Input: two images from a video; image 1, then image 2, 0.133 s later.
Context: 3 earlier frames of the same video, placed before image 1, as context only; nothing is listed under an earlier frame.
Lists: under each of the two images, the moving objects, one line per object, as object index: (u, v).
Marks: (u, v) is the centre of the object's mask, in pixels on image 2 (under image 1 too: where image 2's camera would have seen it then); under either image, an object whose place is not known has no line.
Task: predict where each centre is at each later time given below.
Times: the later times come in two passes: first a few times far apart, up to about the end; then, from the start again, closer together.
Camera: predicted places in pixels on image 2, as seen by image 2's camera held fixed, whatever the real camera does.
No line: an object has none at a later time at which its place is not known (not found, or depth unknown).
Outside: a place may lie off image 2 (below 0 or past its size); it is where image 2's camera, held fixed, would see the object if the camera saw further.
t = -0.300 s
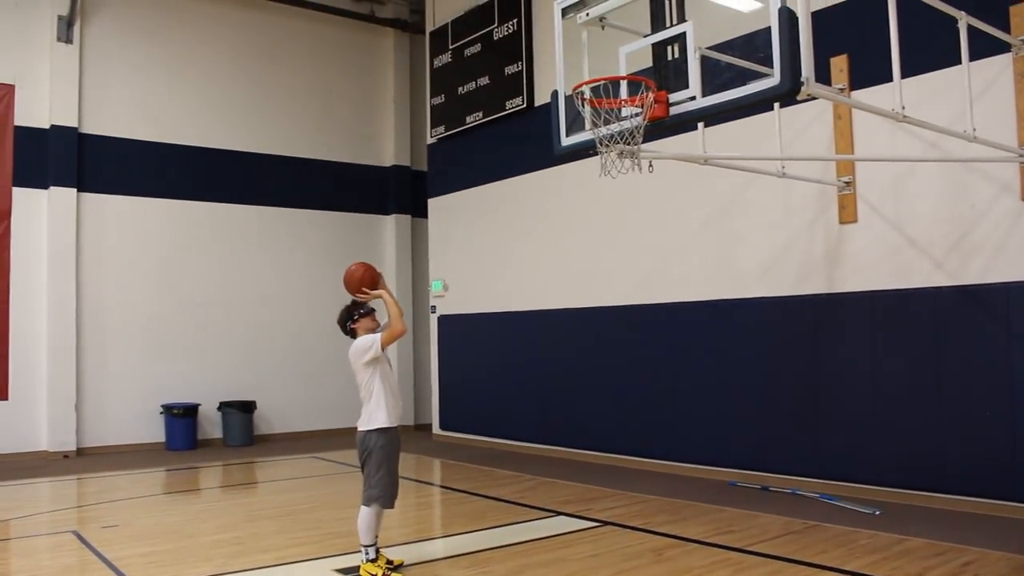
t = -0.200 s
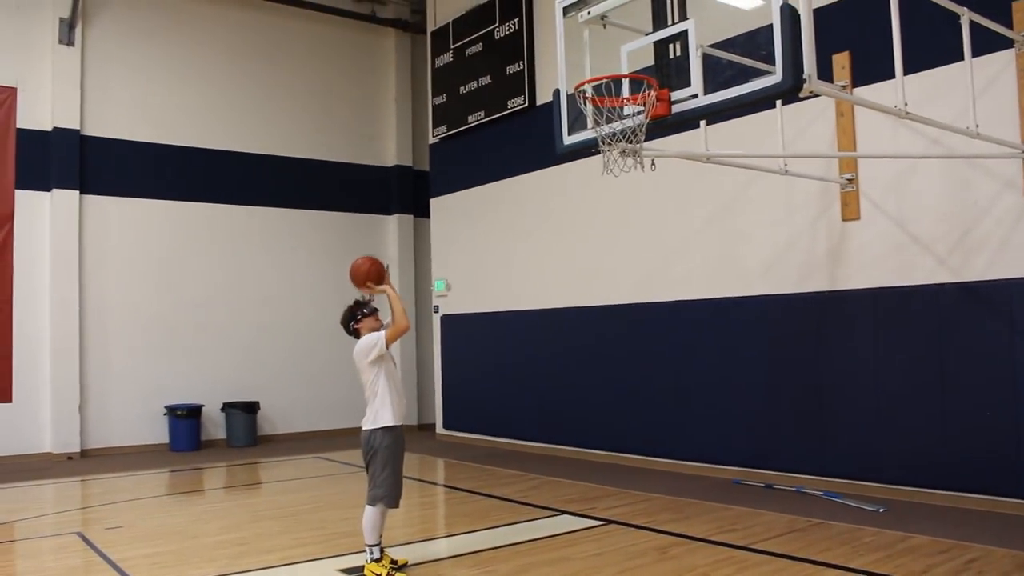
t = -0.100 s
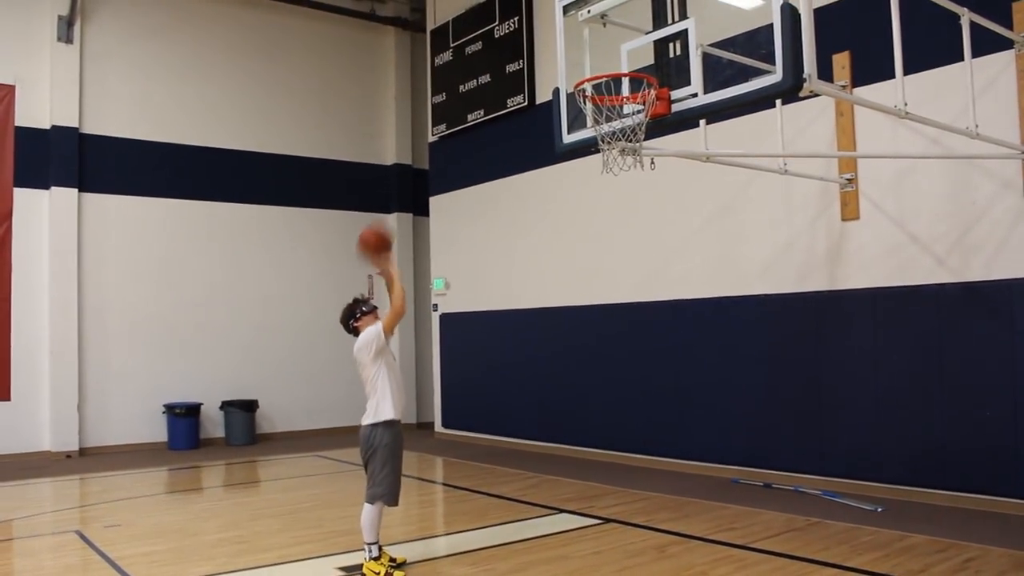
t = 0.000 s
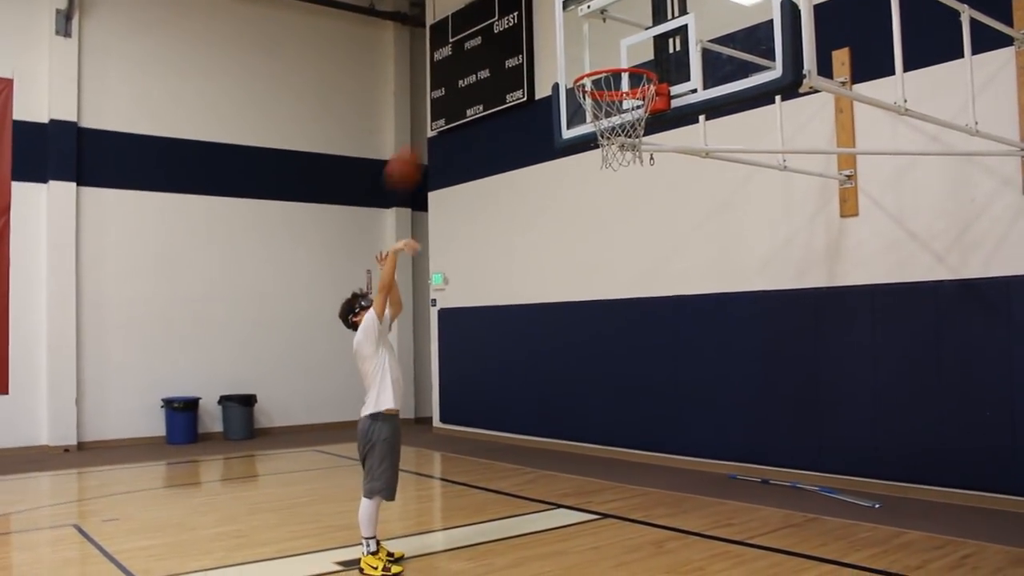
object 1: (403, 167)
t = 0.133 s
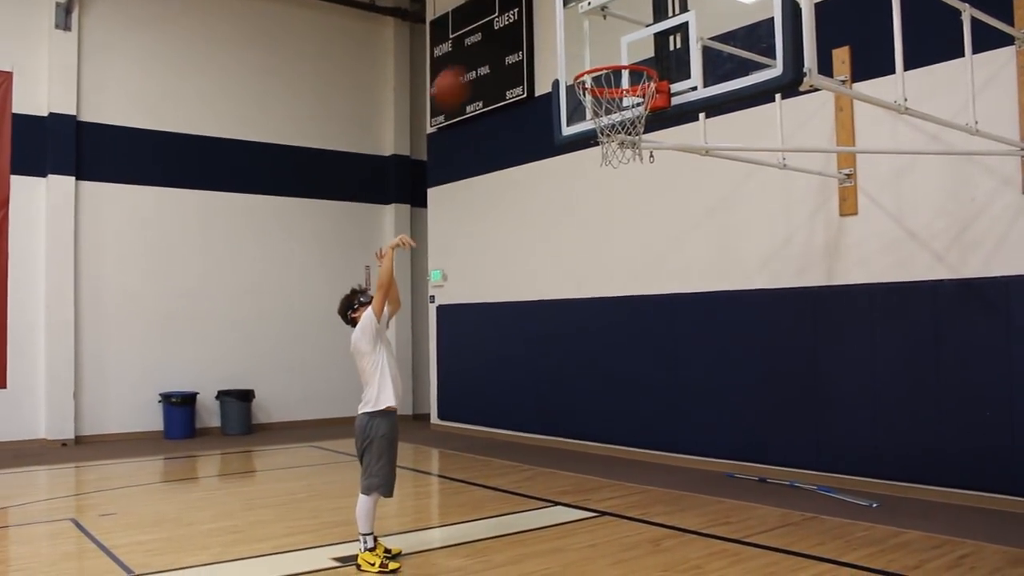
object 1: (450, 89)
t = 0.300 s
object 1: (511, 28)
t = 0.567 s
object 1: (614, 19)
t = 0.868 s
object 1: (697, 115)
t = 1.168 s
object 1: (724, 391)
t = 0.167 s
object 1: (462, 73)
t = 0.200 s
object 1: (475, 59)
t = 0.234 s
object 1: (487, 47)
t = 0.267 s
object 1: (500, 37)
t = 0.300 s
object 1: (511, 28)
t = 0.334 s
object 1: (523, 21)
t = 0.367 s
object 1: (536, 17)
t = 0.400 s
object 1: (549, 15)
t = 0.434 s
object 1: (561, 15)
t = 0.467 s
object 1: (575, 15)
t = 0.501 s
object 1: (588, 15)
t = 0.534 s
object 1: (601, 16)
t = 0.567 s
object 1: (614, 19)
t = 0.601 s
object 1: (628, 22)
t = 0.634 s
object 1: (644, 28)
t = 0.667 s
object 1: (658, 40)
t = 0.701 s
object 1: (673, 52)
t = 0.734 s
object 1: (687, 65)
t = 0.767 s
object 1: (690, 74)
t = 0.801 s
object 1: (693, 86)
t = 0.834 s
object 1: (694, 100)
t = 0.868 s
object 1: (697, 115)
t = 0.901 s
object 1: (699, 134)
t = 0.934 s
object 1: (702, 154)
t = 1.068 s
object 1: (715, 271)
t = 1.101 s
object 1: (718, 308)
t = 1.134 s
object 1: (721, 347)
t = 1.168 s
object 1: (724, 391)
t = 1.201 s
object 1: (728, 435)
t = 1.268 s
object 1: (734, 548)
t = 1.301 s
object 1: (737, 583)
